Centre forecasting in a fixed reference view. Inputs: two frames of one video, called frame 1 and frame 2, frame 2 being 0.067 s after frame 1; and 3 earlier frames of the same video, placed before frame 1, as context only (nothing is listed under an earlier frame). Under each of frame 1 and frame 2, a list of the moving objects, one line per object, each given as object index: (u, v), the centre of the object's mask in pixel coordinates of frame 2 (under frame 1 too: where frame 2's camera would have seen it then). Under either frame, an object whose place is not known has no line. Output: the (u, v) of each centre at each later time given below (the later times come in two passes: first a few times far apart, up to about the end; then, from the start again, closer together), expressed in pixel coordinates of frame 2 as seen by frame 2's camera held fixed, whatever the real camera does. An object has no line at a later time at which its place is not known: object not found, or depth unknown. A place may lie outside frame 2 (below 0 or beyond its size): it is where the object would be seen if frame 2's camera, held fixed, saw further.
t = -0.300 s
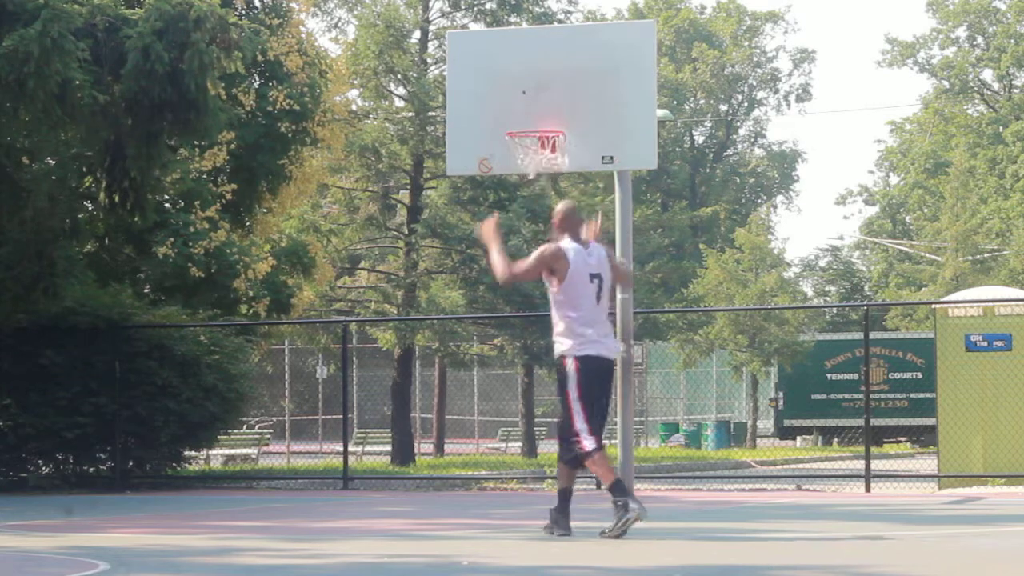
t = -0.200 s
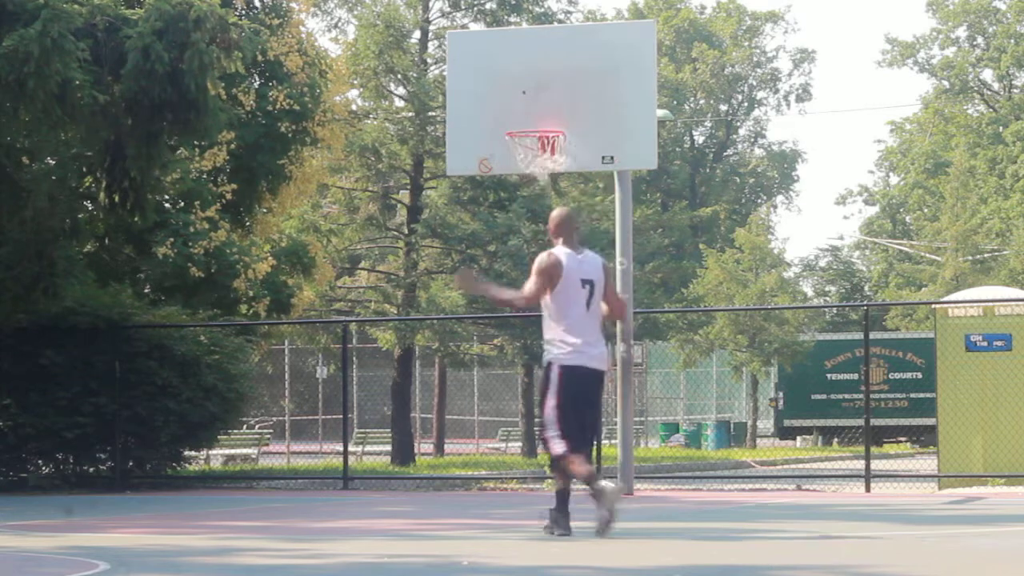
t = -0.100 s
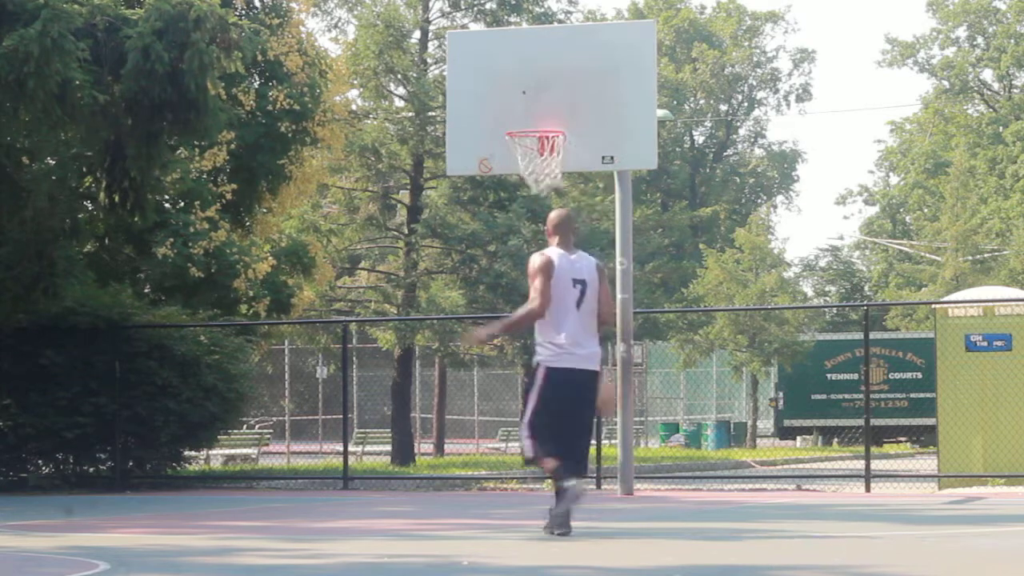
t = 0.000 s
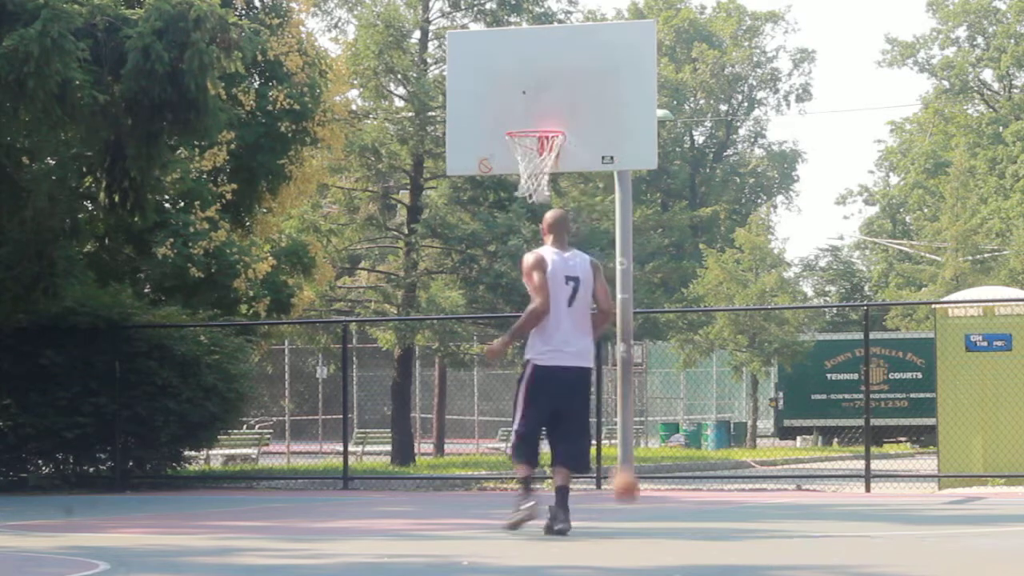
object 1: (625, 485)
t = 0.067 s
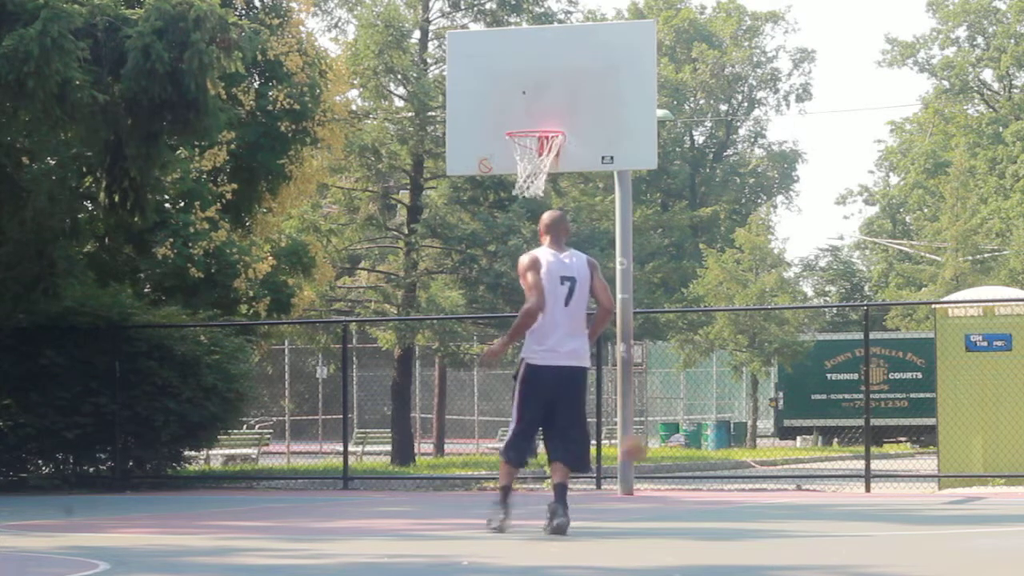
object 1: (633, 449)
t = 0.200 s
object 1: (652, 369)
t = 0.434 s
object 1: (684, 273)
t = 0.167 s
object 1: (646, 386)
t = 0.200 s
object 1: (652, 369)
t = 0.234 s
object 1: (656, 348)
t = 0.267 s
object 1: (662, 332)
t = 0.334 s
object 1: (670, 305)
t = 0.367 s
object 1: (675, 292)
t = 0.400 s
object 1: (680, 281)
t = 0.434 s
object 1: (684, 273)
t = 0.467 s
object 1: (689, 265)
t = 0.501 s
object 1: (694, 258)
